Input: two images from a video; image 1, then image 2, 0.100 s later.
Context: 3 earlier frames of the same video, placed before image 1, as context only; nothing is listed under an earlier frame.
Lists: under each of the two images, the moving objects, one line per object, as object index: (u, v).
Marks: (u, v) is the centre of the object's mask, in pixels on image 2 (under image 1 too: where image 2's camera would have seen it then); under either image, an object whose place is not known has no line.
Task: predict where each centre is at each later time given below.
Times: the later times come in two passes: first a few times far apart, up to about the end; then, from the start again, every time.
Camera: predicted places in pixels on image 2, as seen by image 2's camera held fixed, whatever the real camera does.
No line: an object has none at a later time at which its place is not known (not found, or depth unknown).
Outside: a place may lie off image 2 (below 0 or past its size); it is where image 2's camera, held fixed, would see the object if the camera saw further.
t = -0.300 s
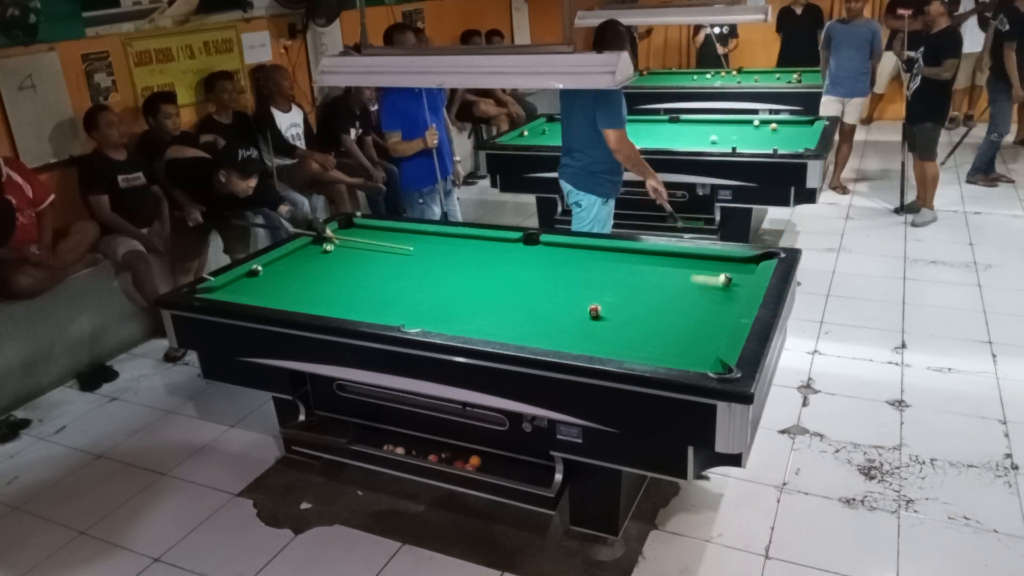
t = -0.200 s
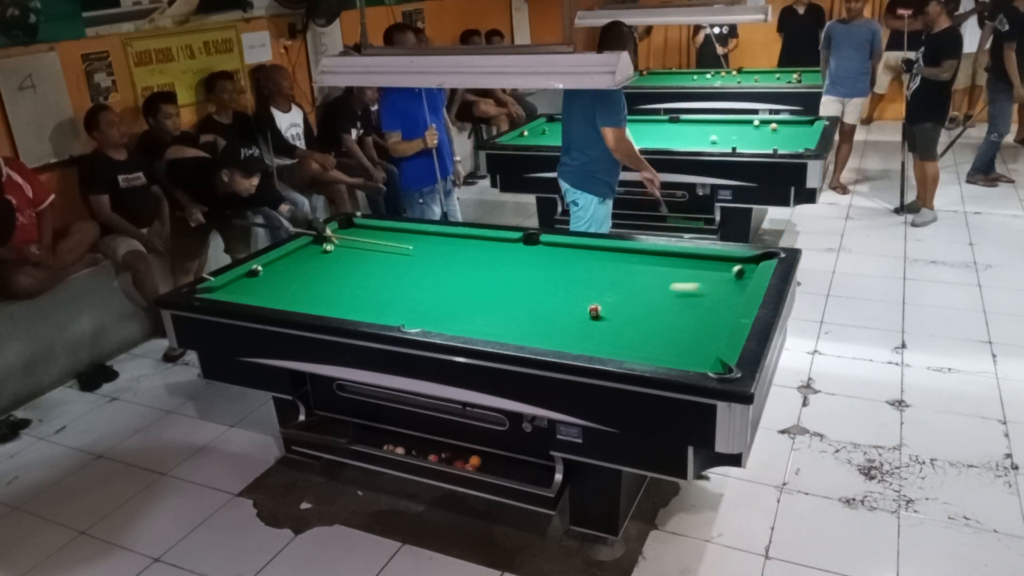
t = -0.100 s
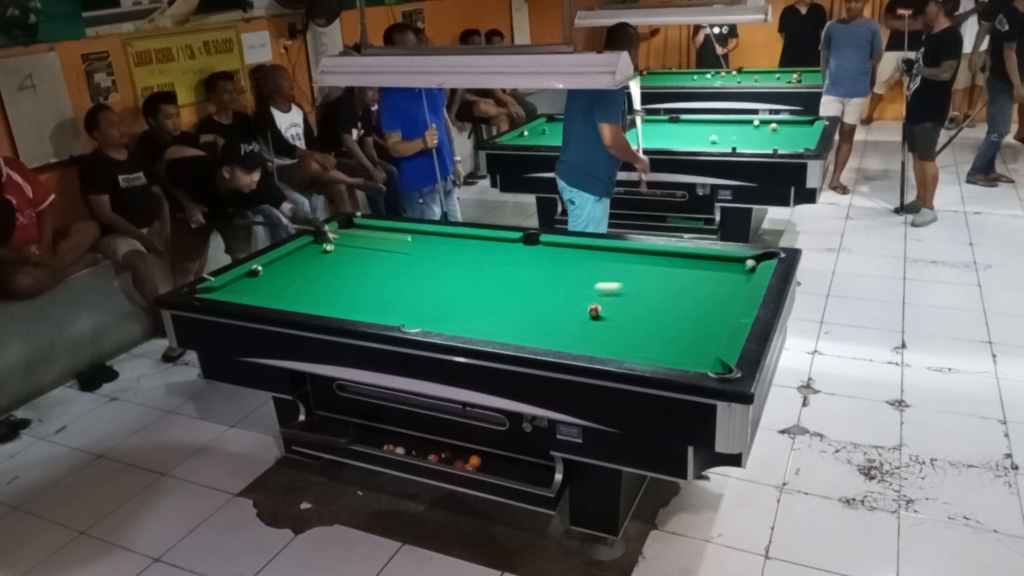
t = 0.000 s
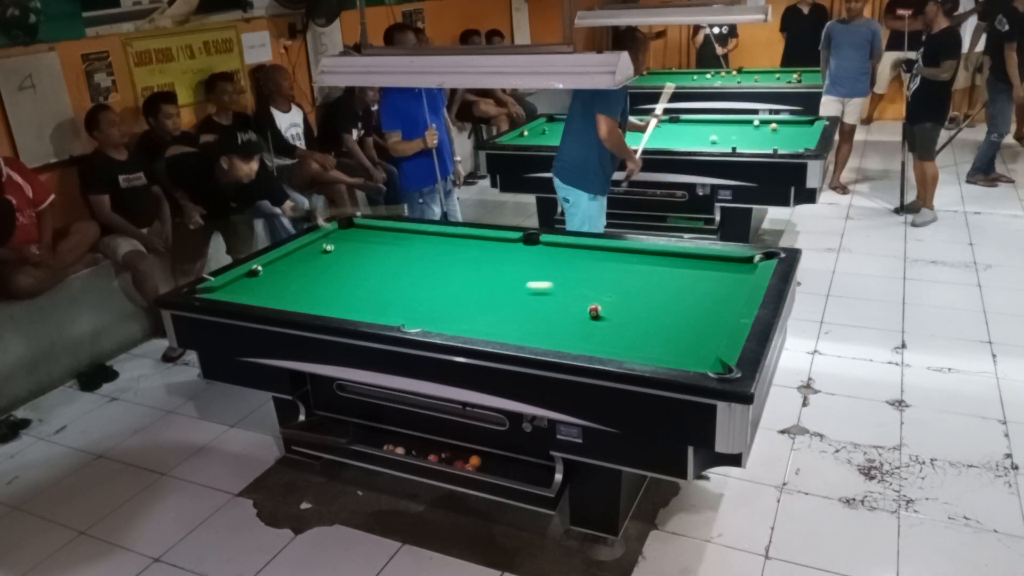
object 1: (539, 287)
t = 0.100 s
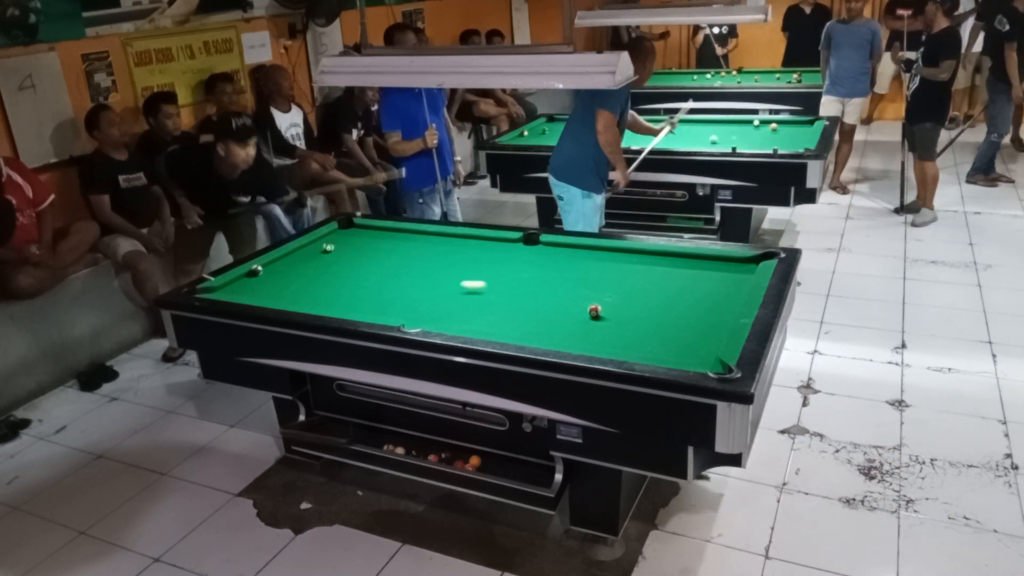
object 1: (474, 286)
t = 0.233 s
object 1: (389, 285)
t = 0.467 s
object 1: (250, 284)
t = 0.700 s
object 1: (305, 296)
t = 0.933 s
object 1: (395, 311)
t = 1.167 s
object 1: (494, 326)
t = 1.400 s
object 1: (606, 346)
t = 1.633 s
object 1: (707, 365)
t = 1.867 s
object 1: (713, 364)
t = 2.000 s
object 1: (706, 365)
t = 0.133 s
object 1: (453, 286)
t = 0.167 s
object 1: (432, 286)
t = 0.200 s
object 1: (410, 286)
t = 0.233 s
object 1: (389, 285)
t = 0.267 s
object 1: (369, 285)
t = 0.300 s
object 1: (348, 285)
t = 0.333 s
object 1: (328, 285)
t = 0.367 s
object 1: (309, 285)
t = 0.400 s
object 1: (289, 285)
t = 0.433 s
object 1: (270, 284)
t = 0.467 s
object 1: (250, 284)
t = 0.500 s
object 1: (232, 284)
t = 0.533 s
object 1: (241, 285)
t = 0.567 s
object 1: (254, 287)
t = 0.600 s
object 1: (268, 289)
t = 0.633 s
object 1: (280, 292)
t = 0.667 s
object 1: (292, 294)
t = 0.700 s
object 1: (305, 296)
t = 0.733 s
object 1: (316, 298)
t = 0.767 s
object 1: (329, 300)
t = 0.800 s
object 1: (342, 302)
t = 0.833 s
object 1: (355, 304)
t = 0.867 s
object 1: (368, 307)
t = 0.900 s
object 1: (381, 309)
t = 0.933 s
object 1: (395, 311)
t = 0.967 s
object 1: (408, 314)
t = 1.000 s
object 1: (422, 316)
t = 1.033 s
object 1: (436, 318)
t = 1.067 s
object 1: (450, 320)
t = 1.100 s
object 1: (464, 322)
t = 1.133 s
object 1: (479, 324)
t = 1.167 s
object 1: (494, 326)
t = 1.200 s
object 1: (509, 329)
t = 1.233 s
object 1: (524, 331)
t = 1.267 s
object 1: (540, 334)
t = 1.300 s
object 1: (556, 337)
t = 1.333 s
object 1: (573, 340)
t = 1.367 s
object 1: (589, 342)
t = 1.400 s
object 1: (606, 346)
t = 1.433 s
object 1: (625, 348)
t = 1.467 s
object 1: (642, 350)
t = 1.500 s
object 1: (659, 353)
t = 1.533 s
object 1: (677, 355)
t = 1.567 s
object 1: (697, 359)
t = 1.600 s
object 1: (712, 363)
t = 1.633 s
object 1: (707, 365)
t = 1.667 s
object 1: (712, 365)
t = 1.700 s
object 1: (713, 364)
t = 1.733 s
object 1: (706, 364)
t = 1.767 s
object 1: (705, 364)
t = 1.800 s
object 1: (709, 364)
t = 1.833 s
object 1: (712, 364)
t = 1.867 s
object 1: (713, 364)
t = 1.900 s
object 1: (711, 364)
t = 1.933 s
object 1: (709, 365)
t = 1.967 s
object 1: (707, 364)
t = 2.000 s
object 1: (706, 365)
